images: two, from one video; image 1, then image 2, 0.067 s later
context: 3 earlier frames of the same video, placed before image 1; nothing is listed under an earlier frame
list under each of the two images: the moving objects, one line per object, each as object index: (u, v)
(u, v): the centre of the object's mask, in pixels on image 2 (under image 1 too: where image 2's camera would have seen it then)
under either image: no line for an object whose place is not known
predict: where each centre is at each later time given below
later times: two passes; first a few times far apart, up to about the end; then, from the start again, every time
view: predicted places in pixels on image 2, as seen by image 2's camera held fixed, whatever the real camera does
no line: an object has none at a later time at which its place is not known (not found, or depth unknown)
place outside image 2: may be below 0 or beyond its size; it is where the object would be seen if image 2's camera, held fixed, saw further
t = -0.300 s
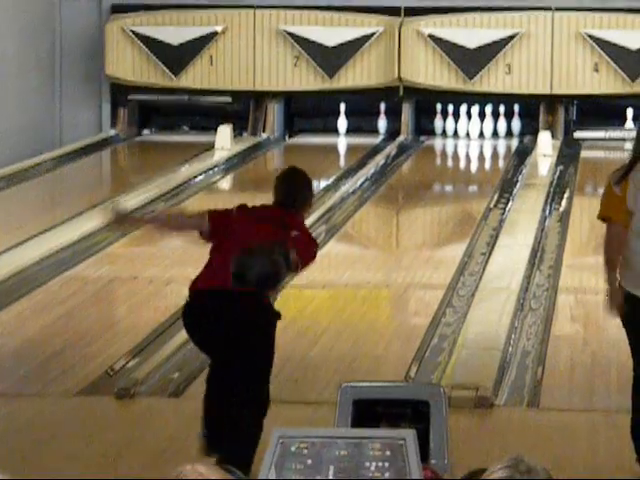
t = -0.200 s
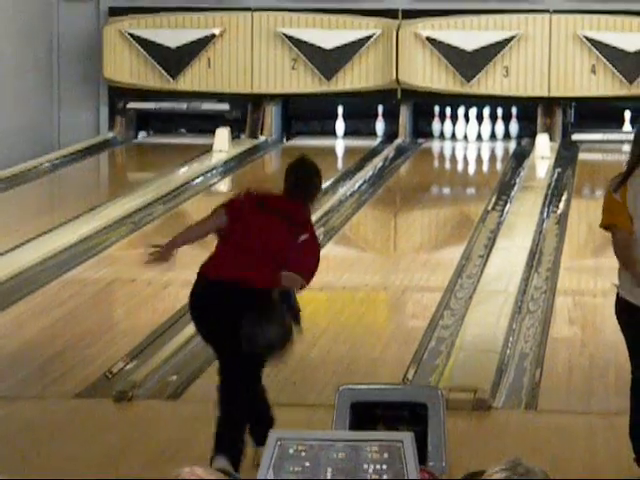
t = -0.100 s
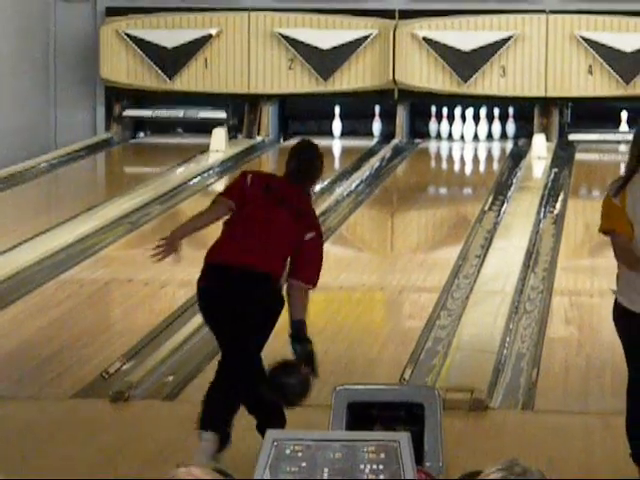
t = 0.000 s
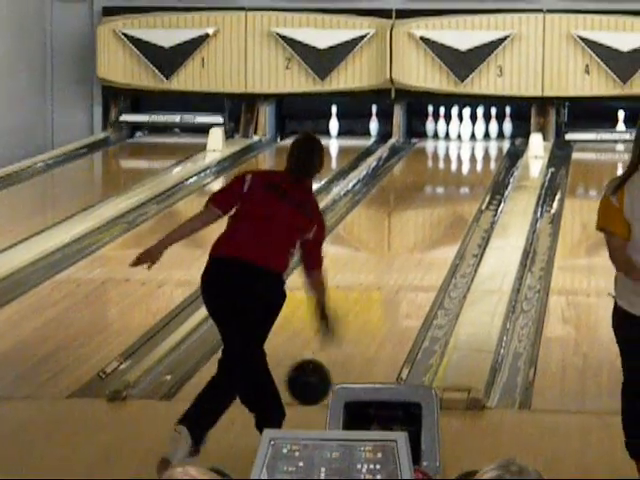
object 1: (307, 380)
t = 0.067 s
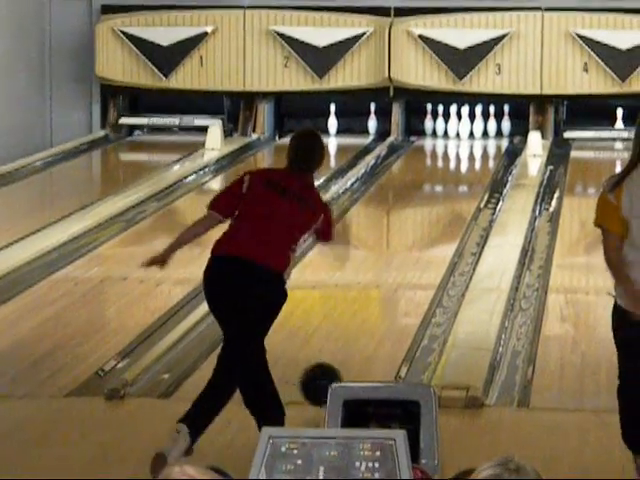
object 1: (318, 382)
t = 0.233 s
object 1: (350, 353)
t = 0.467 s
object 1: (382, 305)
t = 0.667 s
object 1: (402, 273)
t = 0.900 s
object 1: (422, 243)
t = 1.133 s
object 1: (438, 218)
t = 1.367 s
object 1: (450, 197)
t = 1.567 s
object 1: (459, 182)
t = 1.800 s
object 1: (466, 167)
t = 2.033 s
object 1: (473, 153)
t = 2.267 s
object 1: (476, 142)
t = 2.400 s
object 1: (478, 137)
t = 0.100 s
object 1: (324, 379)
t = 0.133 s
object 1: (333, 369)
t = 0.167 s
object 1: (339, 362)
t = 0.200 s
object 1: (345, 357)
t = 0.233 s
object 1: (350, 353)
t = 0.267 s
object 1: (355, 345)
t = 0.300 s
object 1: (360, 337)
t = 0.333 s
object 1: (365, 330)
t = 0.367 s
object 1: (369, 324)
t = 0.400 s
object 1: (374, 317)
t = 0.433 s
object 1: (378, 311)
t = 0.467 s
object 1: (382, 305)
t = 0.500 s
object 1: (385, 299)
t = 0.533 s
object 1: (389, 294)
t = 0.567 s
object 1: (393, 288)
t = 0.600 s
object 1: (396, 283)
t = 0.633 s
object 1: (399, 278)
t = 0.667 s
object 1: (402, 273)
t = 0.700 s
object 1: (406, 268)
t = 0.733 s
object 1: (409, 264)
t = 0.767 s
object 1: (411, 259)
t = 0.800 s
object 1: (414, 255)
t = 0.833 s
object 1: (417, 251)
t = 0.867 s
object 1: (420, 247)
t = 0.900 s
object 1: (422, 243)
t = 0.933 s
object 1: (425, 239)
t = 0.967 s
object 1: (427, 235)
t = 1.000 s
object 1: (429, 231)
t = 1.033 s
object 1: (432, 228)
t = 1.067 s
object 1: (433, 224)
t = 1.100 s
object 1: (436, 221)
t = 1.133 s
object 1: (438, 218)
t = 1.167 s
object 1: (440, 215)
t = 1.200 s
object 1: (442, 212)
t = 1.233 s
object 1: (443, 209)
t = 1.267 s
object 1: (445, 205)
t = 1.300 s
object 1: (447, 202)
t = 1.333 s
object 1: (448, 199)
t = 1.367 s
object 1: (450, 197)
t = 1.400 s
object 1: (452, 194)
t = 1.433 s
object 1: (453, 192)
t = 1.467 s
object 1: (454, 189)
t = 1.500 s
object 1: (456, 186)
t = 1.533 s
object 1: (457, 184)
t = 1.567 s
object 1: (459, 182)
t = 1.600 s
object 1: (460, 180)
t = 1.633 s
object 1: (461, 178)
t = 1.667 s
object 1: (462, 175)
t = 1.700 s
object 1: (464, 173)
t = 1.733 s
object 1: (465, 171)
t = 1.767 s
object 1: (466, 169)
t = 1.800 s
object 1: (466, 167)
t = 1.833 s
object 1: (468, 165)
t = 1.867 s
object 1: (469, 162)
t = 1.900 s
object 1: (470, 161)
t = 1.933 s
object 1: (471, 158)
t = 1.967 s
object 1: (472, 156)
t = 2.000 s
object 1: (472, 155)
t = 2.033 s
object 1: (473, 153)
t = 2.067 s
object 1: (474, 152)
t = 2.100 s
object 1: (474, 150)
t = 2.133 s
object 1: (475, 148)
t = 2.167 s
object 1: (475, 147)
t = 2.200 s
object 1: (475, 145)
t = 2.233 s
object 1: (476, 144)
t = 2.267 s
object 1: (476, 142)
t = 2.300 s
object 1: (477, 141)
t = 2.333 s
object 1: (477, 139)
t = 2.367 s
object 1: (477, 138)
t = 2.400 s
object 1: (478, 137)
